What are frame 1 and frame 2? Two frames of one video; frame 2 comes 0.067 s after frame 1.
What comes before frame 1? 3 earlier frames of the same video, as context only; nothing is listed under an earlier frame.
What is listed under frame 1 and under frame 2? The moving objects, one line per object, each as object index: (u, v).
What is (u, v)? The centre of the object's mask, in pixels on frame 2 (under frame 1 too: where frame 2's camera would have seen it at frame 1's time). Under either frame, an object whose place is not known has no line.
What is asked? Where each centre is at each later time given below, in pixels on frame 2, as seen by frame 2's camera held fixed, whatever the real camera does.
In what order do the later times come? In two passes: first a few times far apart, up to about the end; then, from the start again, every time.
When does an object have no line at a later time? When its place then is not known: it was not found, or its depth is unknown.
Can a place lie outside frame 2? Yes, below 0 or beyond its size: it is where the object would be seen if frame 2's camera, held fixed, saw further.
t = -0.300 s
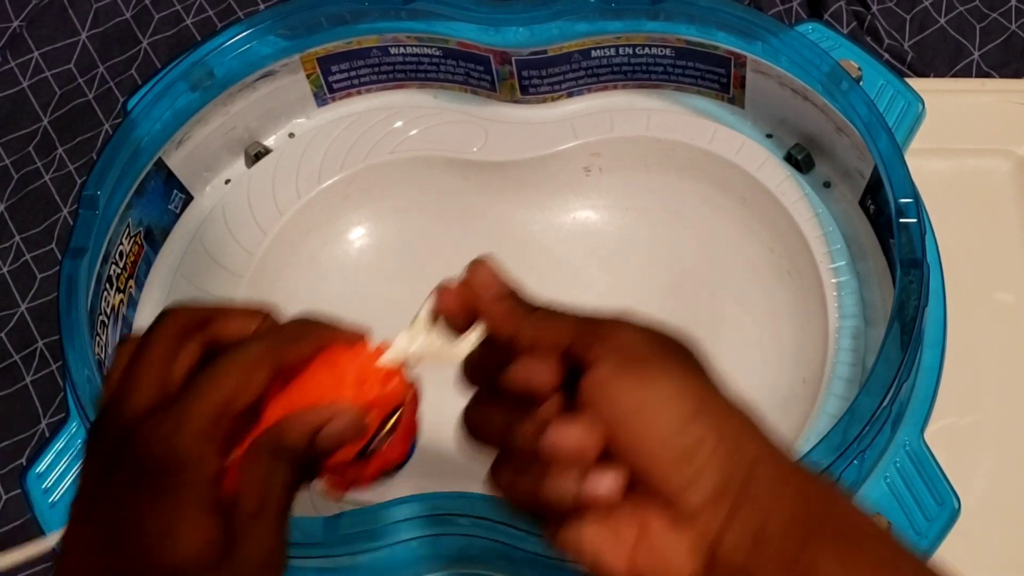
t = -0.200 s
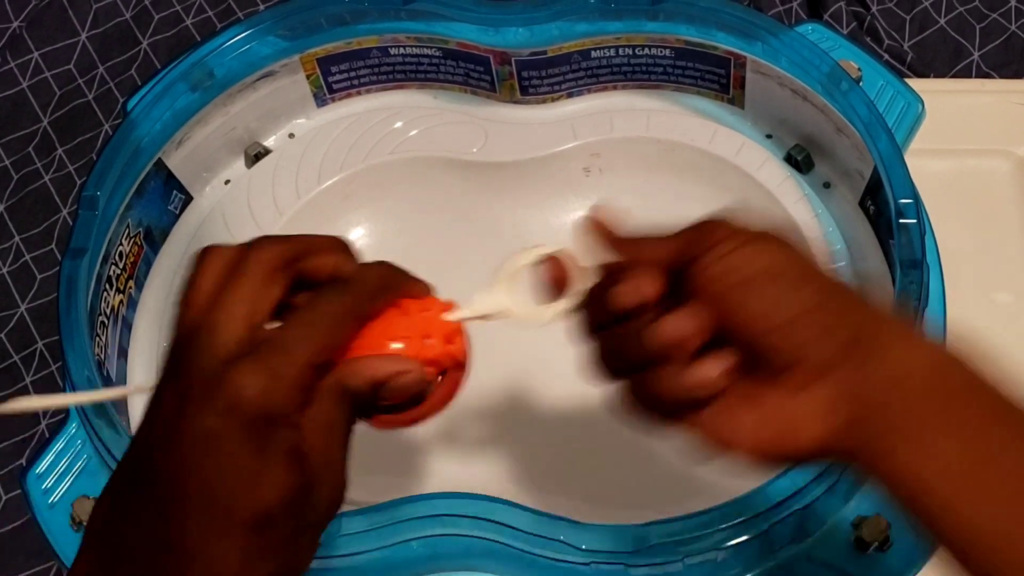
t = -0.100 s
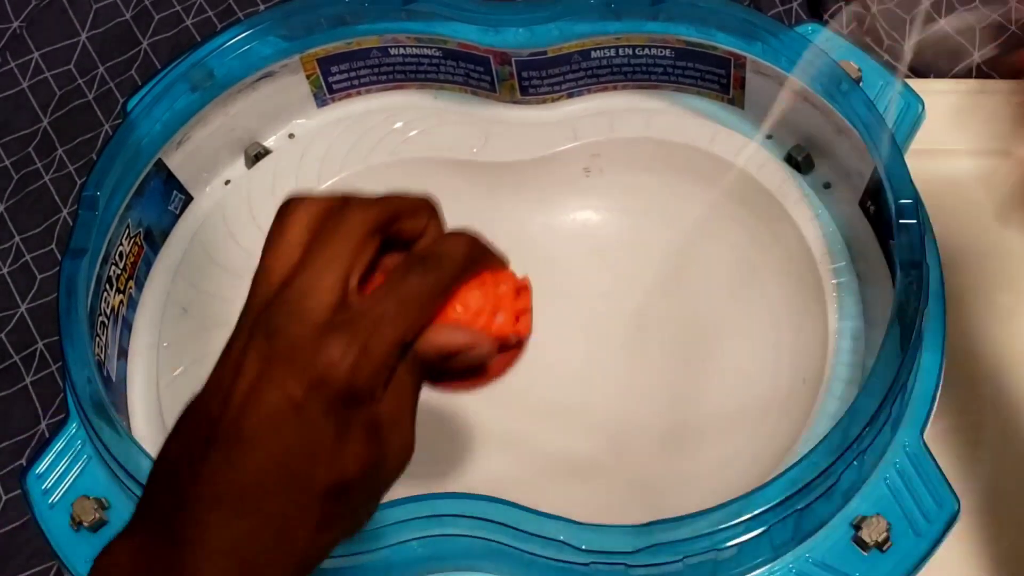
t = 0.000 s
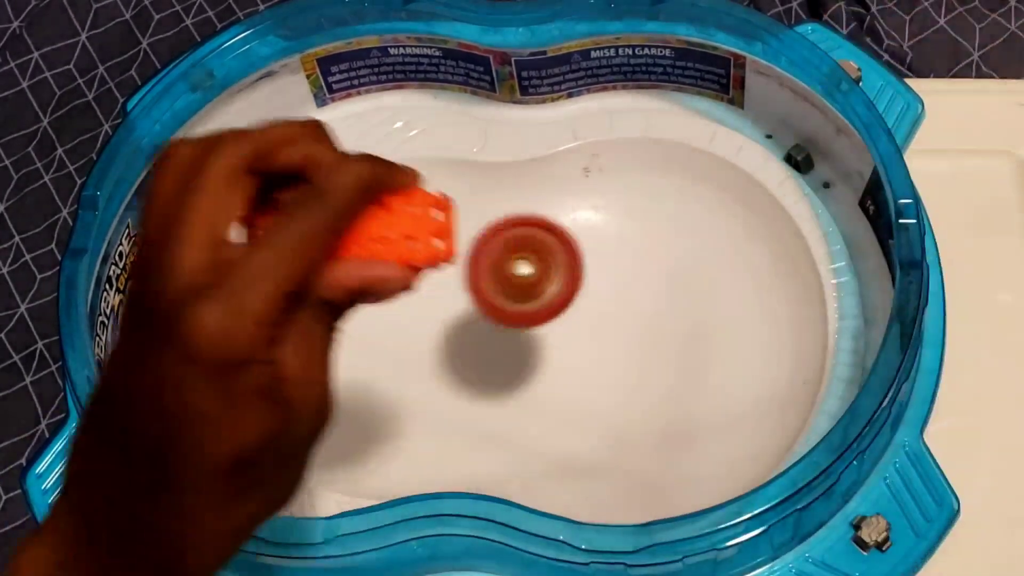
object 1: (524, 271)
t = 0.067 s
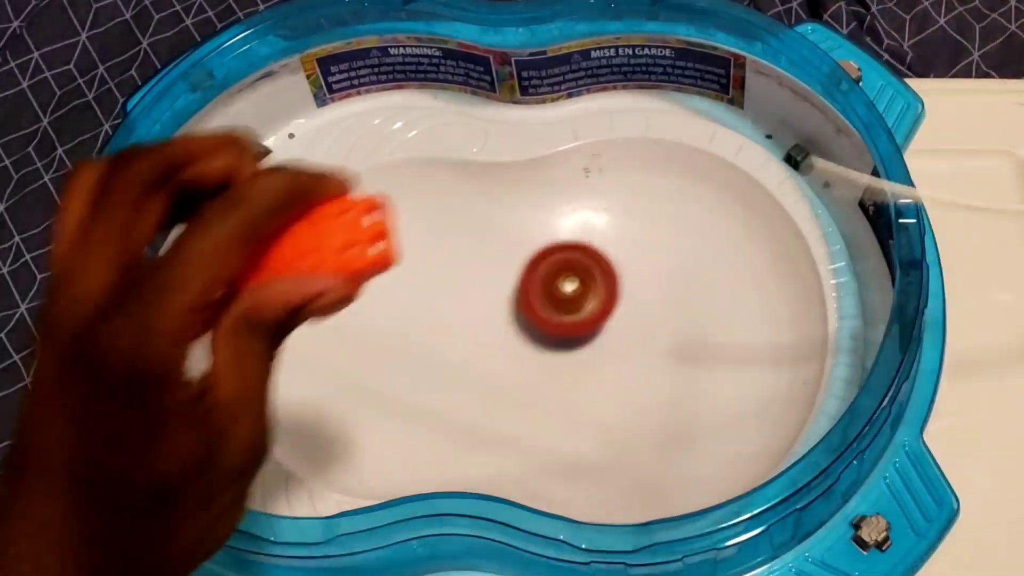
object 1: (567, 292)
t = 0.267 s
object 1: (741, 278)
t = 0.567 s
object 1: (649, 251)
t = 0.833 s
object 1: (689, 331)
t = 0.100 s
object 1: (593, 267)
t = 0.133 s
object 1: (624, 249)
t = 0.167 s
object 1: (655, 240)
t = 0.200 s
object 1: (685, 244)
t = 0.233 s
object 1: (715, 258)
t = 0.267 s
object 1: (741, 278)
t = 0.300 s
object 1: (745, 273)
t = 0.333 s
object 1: (746, 273)
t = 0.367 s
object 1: (740, 274)
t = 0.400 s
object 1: (728, 273)
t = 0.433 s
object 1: (711, 271)
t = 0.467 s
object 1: (693, 268)
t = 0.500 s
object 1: (676, 261)
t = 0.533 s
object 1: (661, 255)
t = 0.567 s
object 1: (649, 251)
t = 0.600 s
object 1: (639, 254)
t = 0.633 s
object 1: (632, 265)
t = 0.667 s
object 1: (630, 280)
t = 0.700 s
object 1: (632, 297)
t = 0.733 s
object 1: (640, 313)
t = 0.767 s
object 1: (653, 324)
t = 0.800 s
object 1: (671, 331)
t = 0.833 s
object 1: (689, 331)
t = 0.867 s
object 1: (706, 324)
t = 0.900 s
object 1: (716, 308)
